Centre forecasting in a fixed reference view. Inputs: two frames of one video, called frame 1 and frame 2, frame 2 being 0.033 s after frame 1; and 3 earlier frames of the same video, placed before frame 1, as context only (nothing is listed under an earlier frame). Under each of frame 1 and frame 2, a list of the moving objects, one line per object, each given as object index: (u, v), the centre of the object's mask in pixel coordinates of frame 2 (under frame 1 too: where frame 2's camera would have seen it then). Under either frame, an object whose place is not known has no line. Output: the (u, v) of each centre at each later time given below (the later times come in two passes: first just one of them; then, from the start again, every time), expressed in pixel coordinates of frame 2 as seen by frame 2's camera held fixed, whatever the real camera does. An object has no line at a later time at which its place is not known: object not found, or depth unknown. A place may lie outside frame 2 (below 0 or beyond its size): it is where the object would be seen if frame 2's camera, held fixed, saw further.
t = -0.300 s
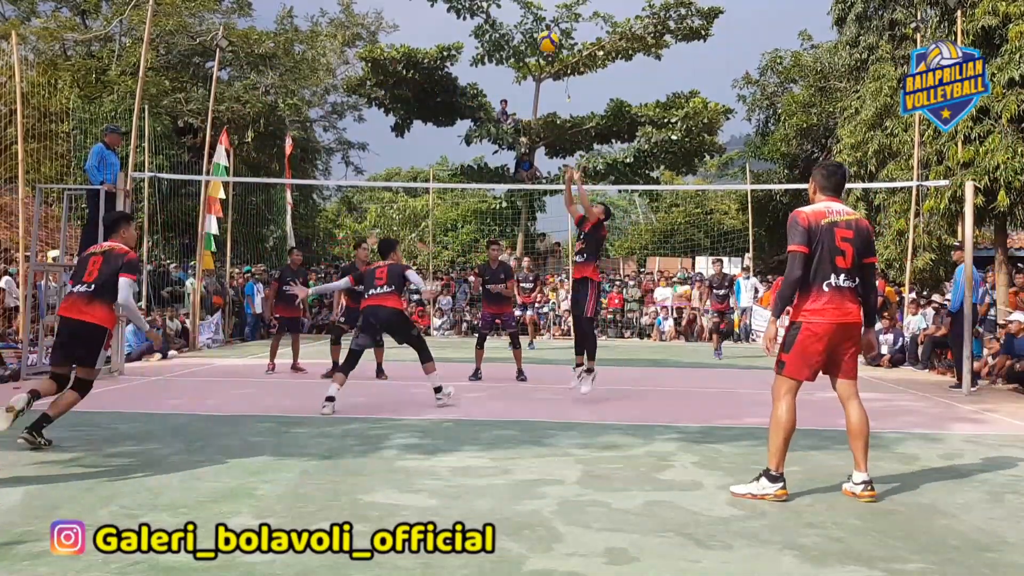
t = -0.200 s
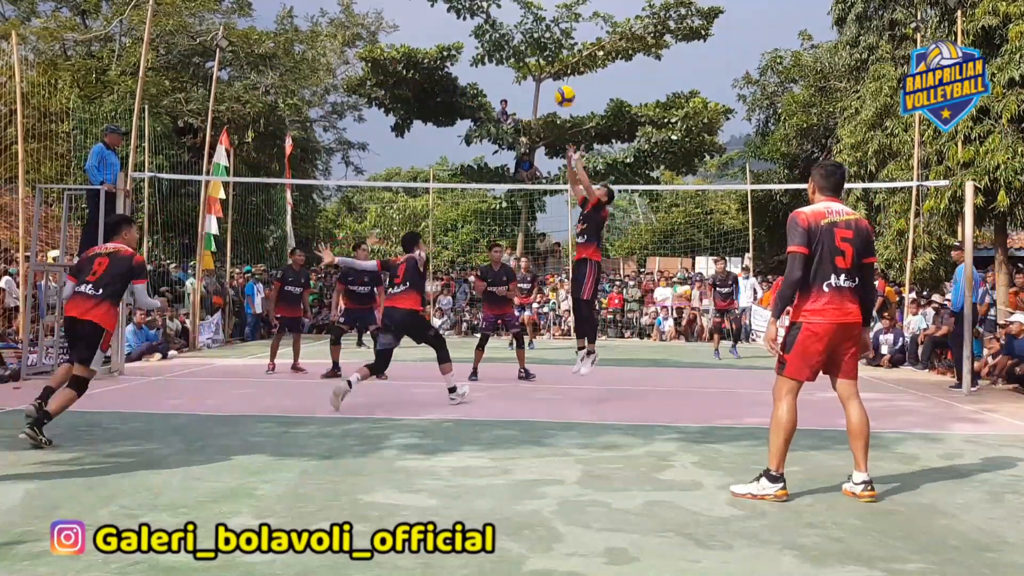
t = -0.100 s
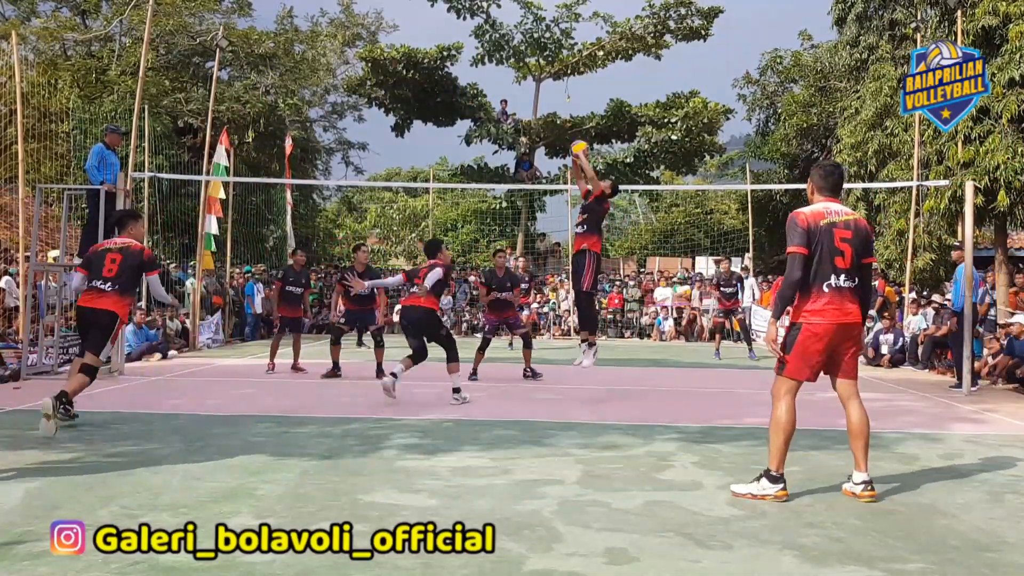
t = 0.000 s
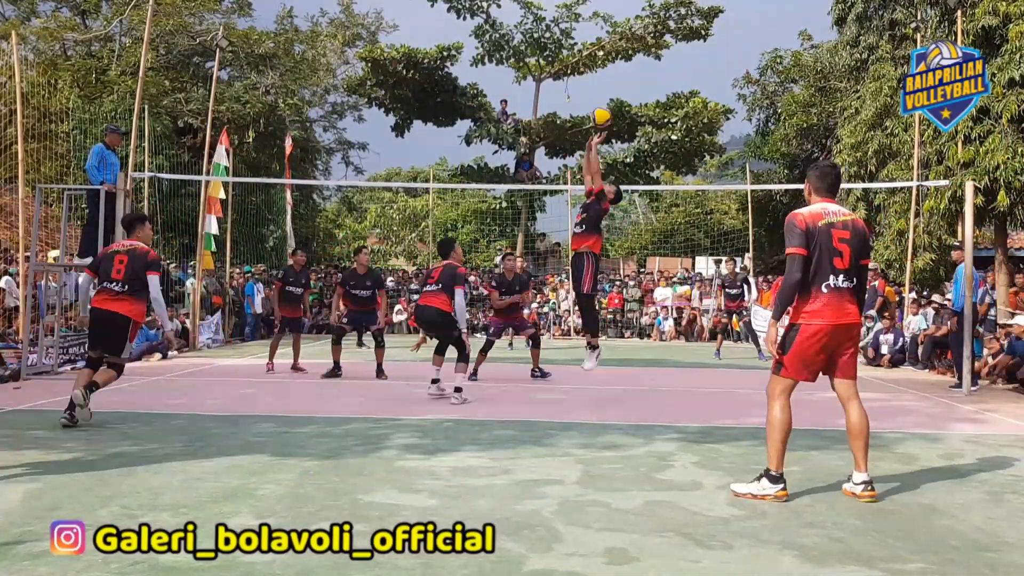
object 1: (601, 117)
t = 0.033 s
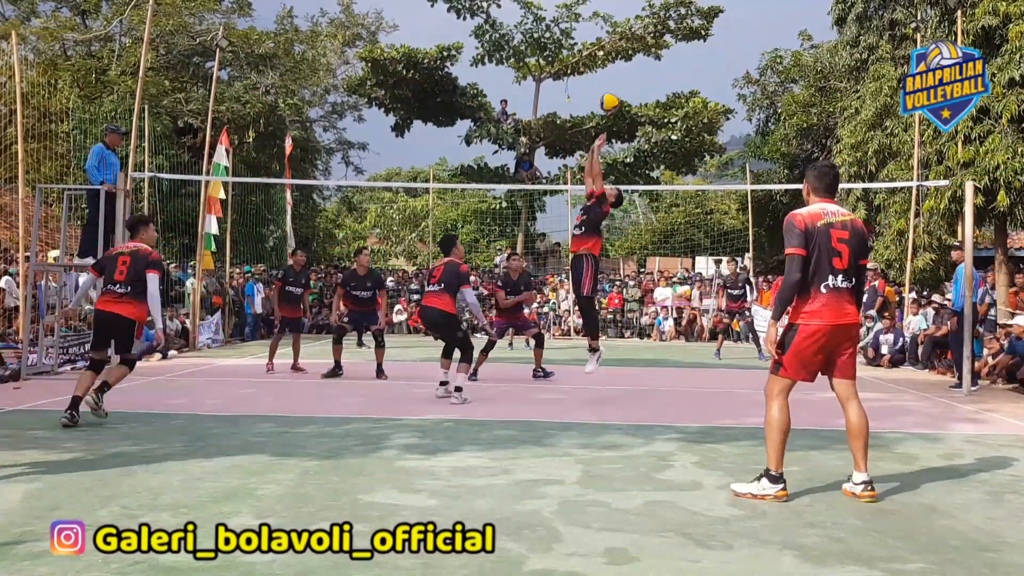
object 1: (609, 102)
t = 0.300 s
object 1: (675, 22)
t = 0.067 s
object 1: (618, 88)
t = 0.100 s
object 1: (626, 76)
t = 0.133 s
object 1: (634, 64)
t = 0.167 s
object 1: (642, 54)
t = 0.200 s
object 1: (651, 44)
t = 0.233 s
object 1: (660, 35)
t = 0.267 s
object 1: (668, 28)
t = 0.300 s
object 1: (675, 22)
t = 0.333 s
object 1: (684, 16)
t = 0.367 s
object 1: (692, 12)
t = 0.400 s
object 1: (700, 8)
